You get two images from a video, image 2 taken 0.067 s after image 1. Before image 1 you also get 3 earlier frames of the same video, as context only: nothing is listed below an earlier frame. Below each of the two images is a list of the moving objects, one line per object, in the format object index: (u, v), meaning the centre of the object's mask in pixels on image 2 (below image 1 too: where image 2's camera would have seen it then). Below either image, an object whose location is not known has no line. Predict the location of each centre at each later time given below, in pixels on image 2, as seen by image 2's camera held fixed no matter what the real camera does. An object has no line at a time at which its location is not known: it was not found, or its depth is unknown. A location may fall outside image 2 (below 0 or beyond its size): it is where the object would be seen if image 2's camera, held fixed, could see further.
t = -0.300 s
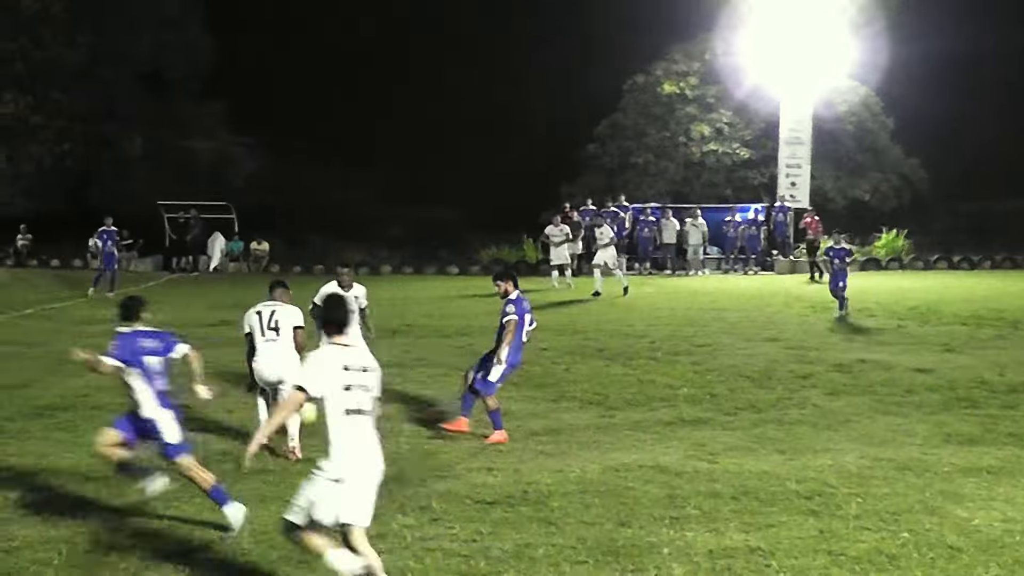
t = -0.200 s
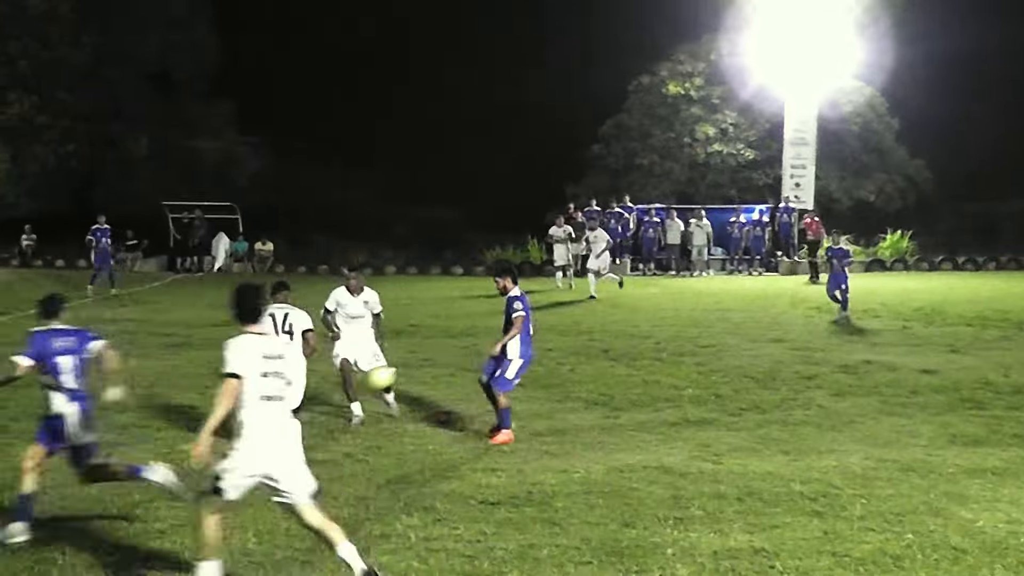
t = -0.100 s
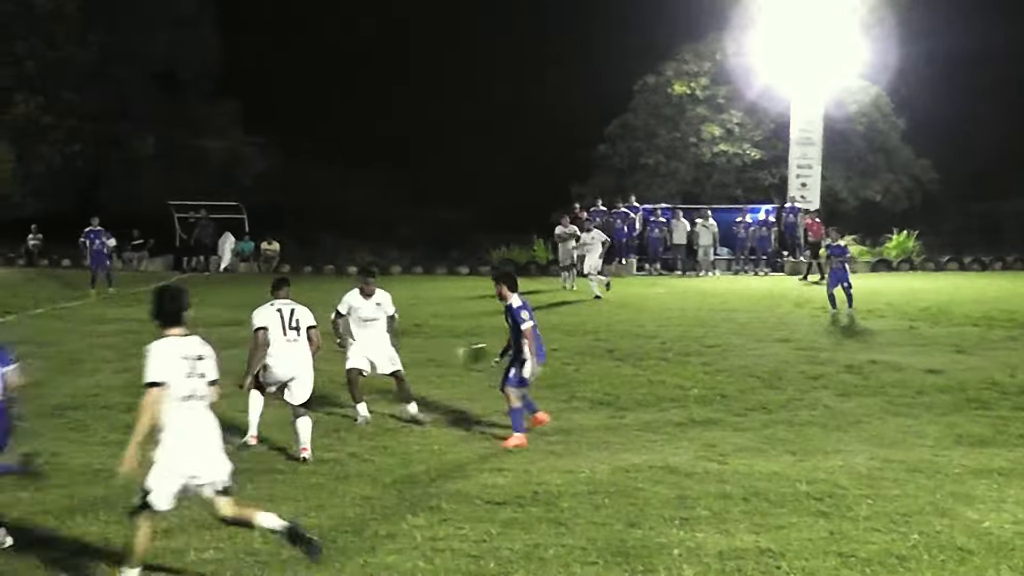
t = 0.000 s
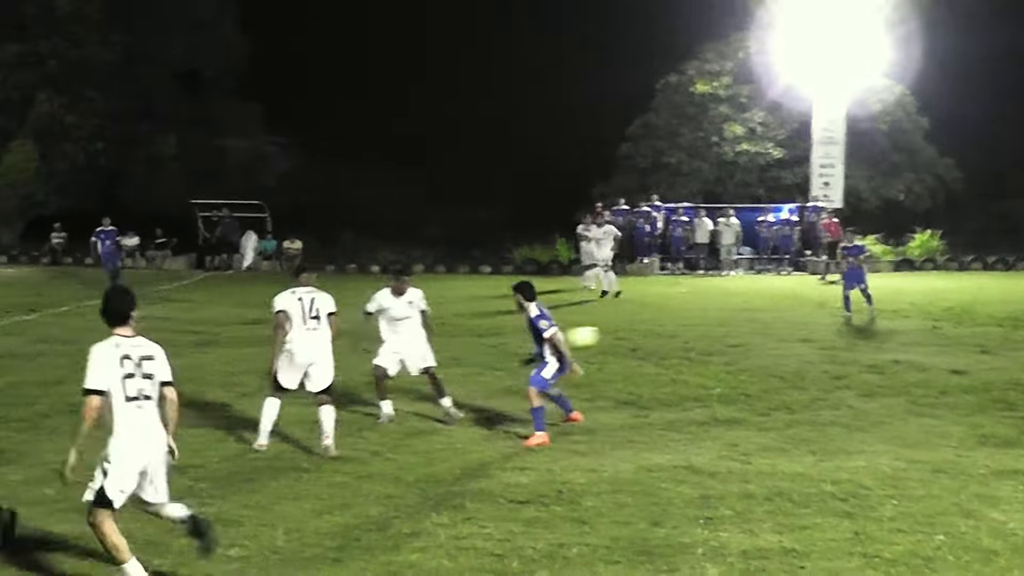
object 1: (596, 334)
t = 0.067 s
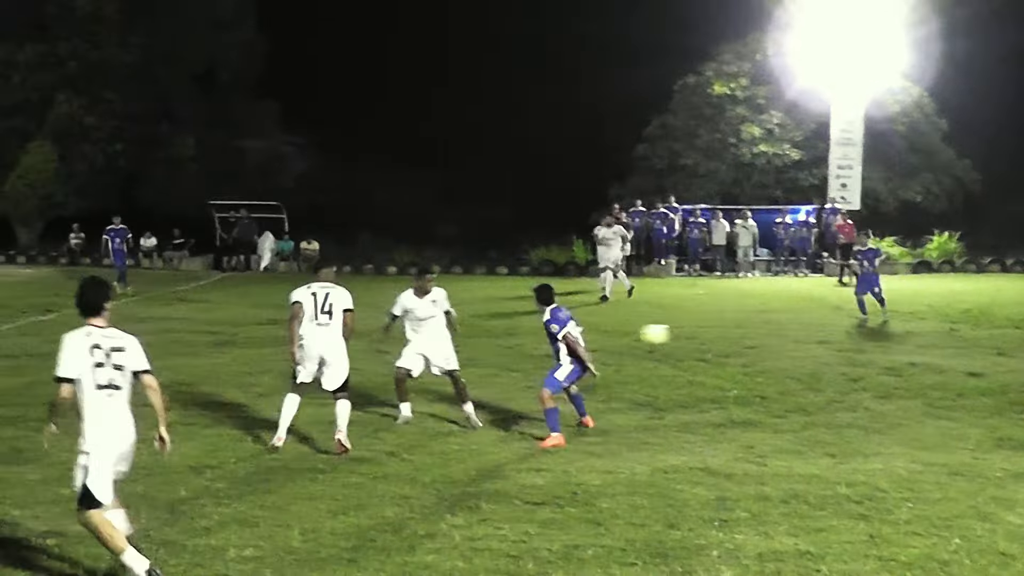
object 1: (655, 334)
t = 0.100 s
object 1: (683, 334)
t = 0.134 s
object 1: (708, 335)
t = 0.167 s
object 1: (732, 336)
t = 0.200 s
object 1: (756, 339)
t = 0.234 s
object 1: (780, 344)
